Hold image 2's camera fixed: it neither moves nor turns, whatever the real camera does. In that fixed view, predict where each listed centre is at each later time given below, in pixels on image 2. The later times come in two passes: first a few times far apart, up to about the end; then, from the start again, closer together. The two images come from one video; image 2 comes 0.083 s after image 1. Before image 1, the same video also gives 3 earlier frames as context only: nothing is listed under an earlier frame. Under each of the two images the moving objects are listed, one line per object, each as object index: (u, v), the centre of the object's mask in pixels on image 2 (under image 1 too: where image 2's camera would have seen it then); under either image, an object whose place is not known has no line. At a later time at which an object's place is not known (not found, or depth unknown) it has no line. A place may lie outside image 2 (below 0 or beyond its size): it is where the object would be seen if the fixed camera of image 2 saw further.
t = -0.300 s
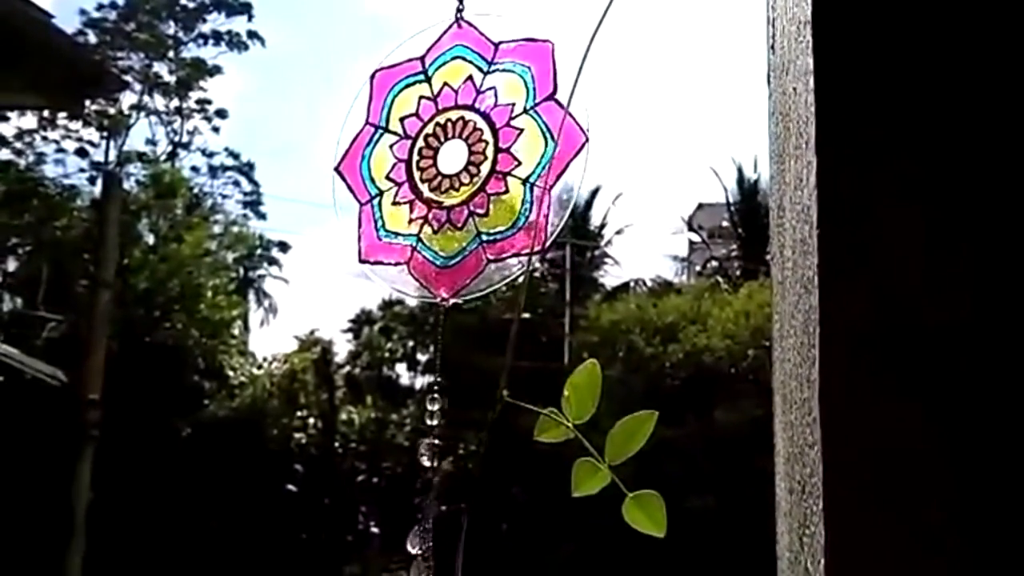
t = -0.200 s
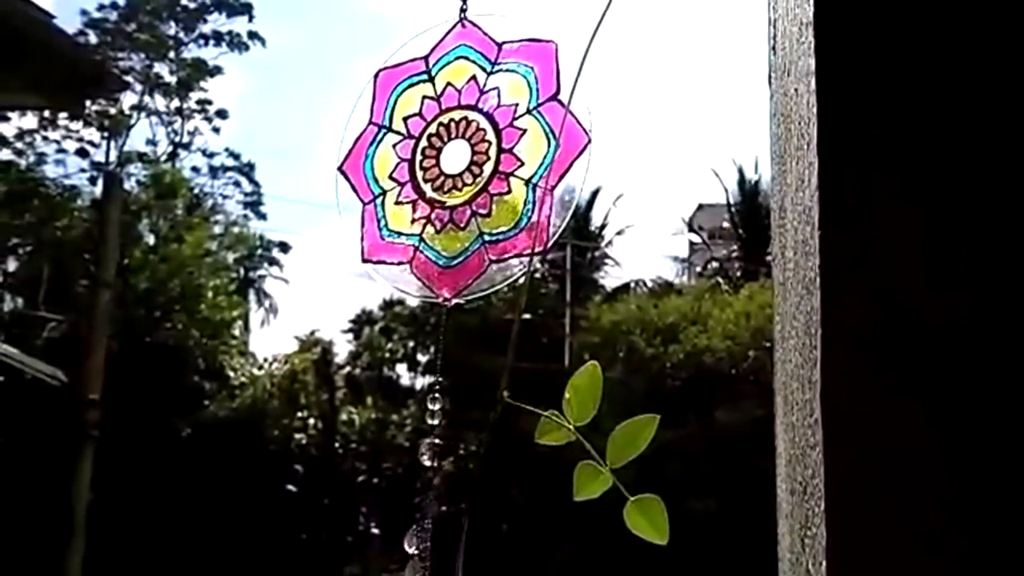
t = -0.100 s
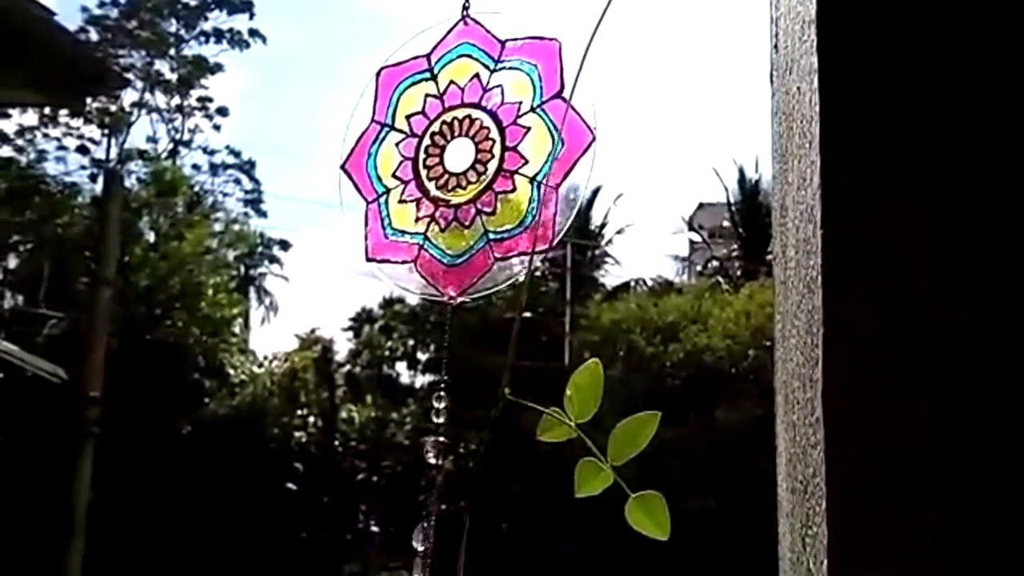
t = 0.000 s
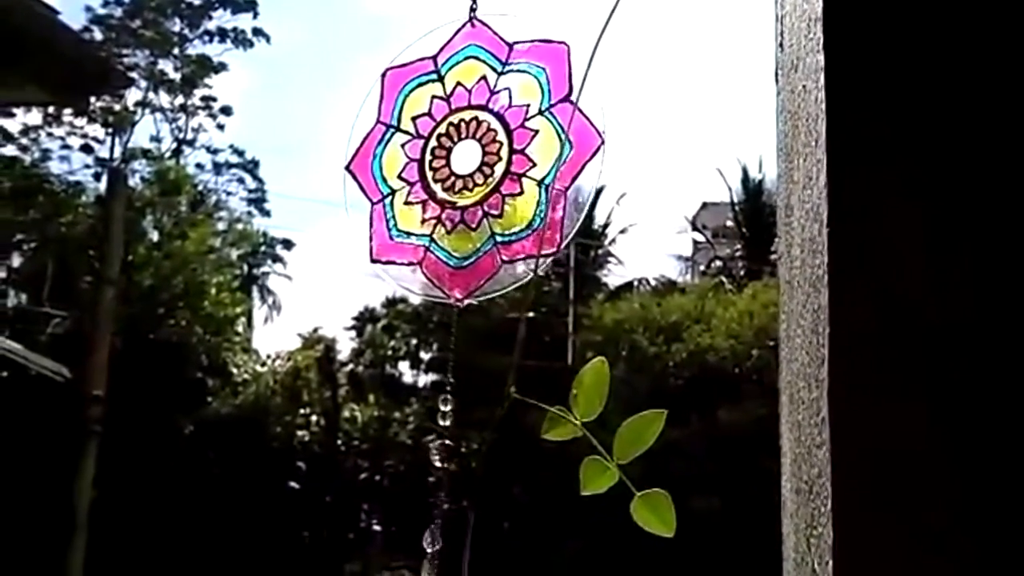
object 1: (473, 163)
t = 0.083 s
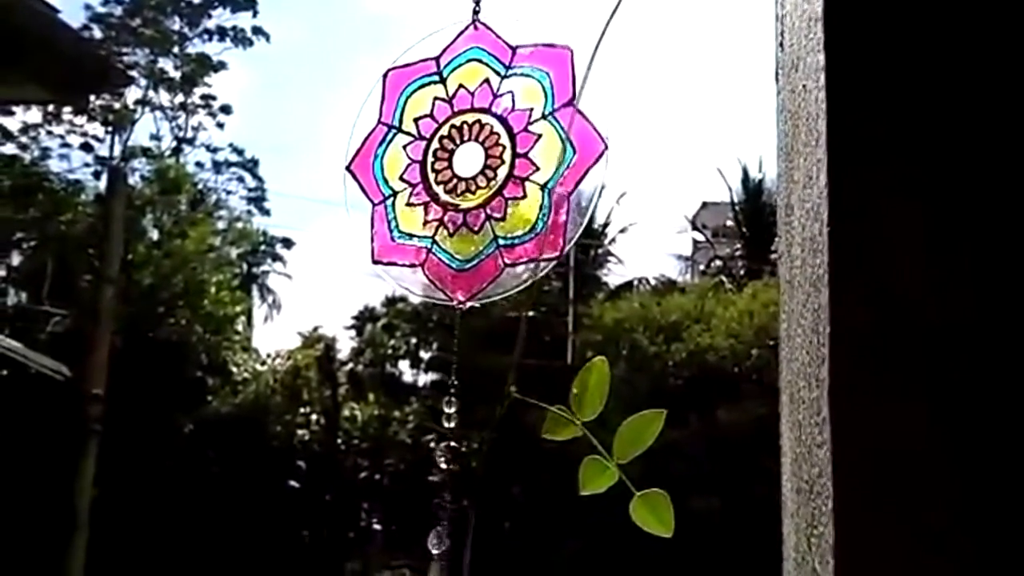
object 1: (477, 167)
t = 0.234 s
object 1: (482, 167)
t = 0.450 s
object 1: (485, 163)
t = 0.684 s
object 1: (472, 167)
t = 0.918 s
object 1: (479, 172)
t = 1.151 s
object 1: (482, 166)
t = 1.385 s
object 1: (490, 154)
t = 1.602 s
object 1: (478, 154)
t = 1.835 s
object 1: (479, 165)
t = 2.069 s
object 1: (493, 169)
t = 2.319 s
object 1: (497, 162)
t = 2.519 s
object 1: (494, 152)
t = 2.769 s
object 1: (486, 152)
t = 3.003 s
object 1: (473, 154)
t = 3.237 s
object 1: (458, 159)
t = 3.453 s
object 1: (452, 152)
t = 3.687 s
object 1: (467, 159)
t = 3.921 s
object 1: (468, 162)
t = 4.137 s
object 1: (467, 162)
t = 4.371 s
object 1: (467, 158)
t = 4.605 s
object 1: (476, 164)
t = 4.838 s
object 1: (483, 168)
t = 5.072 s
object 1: (476, 166)
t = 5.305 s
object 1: (484, 174)
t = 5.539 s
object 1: (483, 168)
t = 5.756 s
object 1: (477, 175)
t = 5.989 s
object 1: (475, 176)
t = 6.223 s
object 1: (482, 175)
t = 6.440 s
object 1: (480, 173)
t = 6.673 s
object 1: (473, 173)
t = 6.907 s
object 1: (468, 174)
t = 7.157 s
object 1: (466, 172)
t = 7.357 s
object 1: (463, 171)
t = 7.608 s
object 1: (449, 174)
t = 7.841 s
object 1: (459, 178)
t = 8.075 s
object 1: (464, 181)
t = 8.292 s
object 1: (464, 184)
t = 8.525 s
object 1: (456, 178)
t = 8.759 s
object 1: (463, 173)
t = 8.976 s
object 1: (470, 181)
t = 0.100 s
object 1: (477, 168)
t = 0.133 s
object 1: (479, 169)
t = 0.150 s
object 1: (480, 168)
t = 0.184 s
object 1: (480, 168)
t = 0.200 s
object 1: (481, 167)
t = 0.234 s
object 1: (482, 167)
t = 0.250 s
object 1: (483, 167)
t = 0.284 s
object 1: (484, 167)
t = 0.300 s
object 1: (485, 166)
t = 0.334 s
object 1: (486, 165)
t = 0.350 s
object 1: (486, 165)
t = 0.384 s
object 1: (486, 163)
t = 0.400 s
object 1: (486, 163)
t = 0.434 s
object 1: (485, 162)
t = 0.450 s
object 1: (485, 163)
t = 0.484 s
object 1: (482, 163)
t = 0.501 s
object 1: (482, 164)
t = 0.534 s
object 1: (480, 165)
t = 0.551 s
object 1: (478, 166)
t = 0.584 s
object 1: (475, 167)
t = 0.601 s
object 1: (474, 167)
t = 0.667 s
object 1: (473, 167)
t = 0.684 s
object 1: (472, 167)
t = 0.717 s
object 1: (472, 166)
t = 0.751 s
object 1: (472, 166)
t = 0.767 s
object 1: (473, 167)
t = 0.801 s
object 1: (474, 168)
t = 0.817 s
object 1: (475, 169)
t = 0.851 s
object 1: (476, 170)
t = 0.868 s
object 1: (477, 171)
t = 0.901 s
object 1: (479, 172)
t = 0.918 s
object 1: (479, 172)
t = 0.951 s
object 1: (480, 174)
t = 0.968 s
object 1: (481, 174)
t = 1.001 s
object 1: (482, 174)
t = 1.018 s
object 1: (482, 174)
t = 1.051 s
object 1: (481, 173)
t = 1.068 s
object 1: (483, 173)
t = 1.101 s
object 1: (482, 171)
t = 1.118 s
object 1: (483, 168)
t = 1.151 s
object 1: (482, 166)
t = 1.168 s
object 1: (482, 164)
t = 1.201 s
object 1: (483, 161)
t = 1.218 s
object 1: (483, 162)
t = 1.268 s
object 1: (486, 161)
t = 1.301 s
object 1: (487, 159)
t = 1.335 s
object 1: (489, 156)
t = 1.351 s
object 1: (489, 155)
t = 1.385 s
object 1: (490, 154)
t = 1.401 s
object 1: (491, 154)
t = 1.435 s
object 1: (490, 152)
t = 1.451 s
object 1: (489, 151)
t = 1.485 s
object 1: (487, 150)
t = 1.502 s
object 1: (487, 151)
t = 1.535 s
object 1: (485, 150)
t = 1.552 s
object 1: (483, 150)
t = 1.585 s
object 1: (479, 152)
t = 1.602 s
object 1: (478, 154)
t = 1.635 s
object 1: (477, 156)
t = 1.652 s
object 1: (476, 157)
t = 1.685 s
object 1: (476, 160)
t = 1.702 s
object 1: (475, 160)
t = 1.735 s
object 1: (475, 162)
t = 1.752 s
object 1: (476, 162)
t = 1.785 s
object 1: (477, 164)
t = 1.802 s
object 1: (477, 164)
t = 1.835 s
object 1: (479, 165)
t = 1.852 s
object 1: (479, 166)
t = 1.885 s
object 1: (481, 166)
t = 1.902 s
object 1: (482, 167)
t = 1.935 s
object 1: (484, 168)
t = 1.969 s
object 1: (486, 168)
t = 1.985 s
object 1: (488, 168)
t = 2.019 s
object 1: (491, 169)
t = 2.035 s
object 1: (492, 169)
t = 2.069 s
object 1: (493, 169)
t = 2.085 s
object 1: (494, 168)
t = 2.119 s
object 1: (495, 168)
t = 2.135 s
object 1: (495, 168)
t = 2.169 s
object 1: (496, 168)
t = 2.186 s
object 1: (496, 167)
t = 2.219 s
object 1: (496, 167)
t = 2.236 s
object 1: (497, 167)
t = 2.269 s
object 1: (497, 166)
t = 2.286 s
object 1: (497, 165)
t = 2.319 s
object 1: (497, 162)
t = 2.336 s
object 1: (497, 162)
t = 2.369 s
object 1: (497, 159)
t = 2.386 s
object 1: (497, 156)
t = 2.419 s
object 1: (496, 153)
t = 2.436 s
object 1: (496, 153)
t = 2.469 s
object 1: (495, 152)
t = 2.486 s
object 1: (495, 152)
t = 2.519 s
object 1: (494, 152)
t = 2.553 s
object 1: (493, 151)
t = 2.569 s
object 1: (493, 151)
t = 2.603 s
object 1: (492, 151)
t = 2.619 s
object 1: (491, 151)
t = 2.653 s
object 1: (490, 150)
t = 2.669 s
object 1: (490, 151)
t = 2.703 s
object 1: (488, 151)
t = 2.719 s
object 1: (487, 151)
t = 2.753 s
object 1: (486, 152)
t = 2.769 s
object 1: (486, 152)
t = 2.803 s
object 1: (485, 152)
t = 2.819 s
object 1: (484, 152)
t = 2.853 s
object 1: (482, 152)
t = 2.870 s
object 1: (482, 152)
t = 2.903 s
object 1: (480, 152)
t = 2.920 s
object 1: (478, 152)
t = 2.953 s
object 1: (476, 152)
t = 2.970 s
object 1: (475, 153)
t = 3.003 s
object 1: (473, 154)
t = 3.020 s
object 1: (471, 154)
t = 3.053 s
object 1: (469, 154)
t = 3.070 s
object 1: (468, 155)
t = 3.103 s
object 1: (466, 155)
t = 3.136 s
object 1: (464, 156)
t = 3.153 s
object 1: (463, 156)
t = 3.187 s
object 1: (461, 158)
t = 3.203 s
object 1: (460, 158)
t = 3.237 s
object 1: (458, 159)
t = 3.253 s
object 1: (456, 159)
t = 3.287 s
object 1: (455, 159)
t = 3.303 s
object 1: (455, 158)
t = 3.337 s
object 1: (453, 157)
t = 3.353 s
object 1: (453, 156)
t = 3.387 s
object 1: (452, 154)
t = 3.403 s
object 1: (452, 154)
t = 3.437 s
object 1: (452, 152)
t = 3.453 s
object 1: (452, 152)
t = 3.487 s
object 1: (453, 152)
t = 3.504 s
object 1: (453, 152)
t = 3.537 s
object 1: (456, 152)
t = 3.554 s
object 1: (458, 153)
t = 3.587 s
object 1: (461, 155)
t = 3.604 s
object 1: (462, 155)
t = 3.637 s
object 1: (464, 157)
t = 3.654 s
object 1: (466, 158)
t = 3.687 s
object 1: (467, 159)
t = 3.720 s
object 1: (469, 159)
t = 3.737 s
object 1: (469, 159)
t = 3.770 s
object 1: (470, 160)
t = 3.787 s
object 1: (470, 160)
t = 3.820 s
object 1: (470, 160)
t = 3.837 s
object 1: (470, 160)
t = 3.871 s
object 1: (469, 161)
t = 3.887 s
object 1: (469, 161)
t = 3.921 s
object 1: (468, 162)
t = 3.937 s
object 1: (468, 162)
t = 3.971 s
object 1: (467, 162)
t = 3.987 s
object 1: (467, 162)
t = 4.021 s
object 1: (467, 163)
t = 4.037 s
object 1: (466, 163)
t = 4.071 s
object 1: (466, 163)
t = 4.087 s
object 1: (466, 162)
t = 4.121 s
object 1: (467, 162)
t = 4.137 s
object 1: (467, 162)
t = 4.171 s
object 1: (467, 162)
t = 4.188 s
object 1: (467, 162)
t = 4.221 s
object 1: (467, 161)
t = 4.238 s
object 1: (467, 160)
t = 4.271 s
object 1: (467, 160)
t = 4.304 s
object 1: (467, 159)
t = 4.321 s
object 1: (467, 158)
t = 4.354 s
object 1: (466, 158)
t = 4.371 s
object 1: (467, 158)
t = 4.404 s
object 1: (467, 157)
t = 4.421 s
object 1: (467, 157)
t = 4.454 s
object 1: (468, 158)
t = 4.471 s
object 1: (468, 158)
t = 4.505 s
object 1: (470, 159)
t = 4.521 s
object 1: (471, 161)
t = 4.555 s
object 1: (473, 162)
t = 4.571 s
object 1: (474, 163)
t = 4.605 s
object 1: (476, 164)
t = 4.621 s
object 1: (477, 166)
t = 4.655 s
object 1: (479, 166)
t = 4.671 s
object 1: (480, 167)
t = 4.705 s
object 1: (482, 167)
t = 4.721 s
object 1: (482, 167)
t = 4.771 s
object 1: (483, 168)
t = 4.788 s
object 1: (483, 168)
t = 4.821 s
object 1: (483, 168)
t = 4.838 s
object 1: (483, 168)
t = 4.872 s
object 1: (482, 168)
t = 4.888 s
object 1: (482, 167)
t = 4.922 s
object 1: (481, 166)
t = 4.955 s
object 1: (480, 165)
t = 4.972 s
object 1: (479, 165)
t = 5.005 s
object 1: (478, 165)
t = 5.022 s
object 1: (477, 165)
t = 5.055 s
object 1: (477, 166)
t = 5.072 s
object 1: (476, 166)
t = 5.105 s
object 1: (477, 167)
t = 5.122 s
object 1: (478, 169)
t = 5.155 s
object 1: (479, 170)
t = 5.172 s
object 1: (480, 174)
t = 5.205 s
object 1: (481, 173)
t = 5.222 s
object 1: (481, 174)
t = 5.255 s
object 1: (482, 175)
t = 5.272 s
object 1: (483, 175)
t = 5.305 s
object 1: (484, 174)
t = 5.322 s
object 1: (484, 172)
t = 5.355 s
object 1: (485, 171)
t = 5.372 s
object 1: (485, 170)
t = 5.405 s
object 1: (485, 169)
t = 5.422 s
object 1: (485, 168)
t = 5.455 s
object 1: (484, 168)
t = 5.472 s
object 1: (484, 168)
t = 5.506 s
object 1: (484, 168)
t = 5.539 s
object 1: (483, 168)
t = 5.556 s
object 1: (482, 168)
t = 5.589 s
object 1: (482, 168)
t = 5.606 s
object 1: (481, 169)
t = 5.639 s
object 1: (480, 170)
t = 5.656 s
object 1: (480, 171)
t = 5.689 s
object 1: (479, 172)
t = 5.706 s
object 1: (479, 173)
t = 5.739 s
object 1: (478, 174)
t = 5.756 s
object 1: (477, 175)
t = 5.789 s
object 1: (477, 176)
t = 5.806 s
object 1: (476, 176)
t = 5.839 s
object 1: (475, 176)
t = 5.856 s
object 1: (476, 176)
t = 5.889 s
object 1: (475, 176)
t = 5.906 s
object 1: (475, 176)
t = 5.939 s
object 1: (475, 176)
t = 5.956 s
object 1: (475, 176)
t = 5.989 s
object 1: (475, 176)
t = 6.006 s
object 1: (476, 176)
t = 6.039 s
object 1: (476, 176)
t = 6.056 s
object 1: (476, 176)
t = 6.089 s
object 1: (478, 176)
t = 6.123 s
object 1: (479, 176)
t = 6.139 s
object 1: (479, 176)
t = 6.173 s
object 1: (480, 176)
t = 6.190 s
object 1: (481, 175)
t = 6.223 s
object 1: (482, 175)
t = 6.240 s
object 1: (483, 174)
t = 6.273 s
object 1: (484, 174)
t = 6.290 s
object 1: (484, 174)
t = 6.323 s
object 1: (484, 173)
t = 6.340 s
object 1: (483, 173)
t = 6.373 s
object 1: (483, 173)
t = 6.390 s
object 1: (482, 173)
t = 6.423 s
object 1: (481, 173)
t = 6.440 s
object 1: (480, 173)
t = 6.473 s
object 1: (478, 172)
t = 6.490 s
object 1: (477, 172)
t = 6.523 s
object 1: (476, 173)
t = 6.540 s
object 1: (476, 173)
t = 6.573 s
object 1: (475, 173)
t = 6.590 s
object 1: (474, 173)
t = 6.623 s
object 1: (474, 173)
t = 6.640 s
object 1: (473, 173)
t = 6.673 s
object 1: (473, 173)
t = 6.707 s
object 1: (472, 173)
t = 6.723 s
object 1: (472, 173)
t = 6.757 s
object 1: (472, 173)
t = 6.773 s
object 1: (472, 173)
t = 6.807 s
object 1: (471, 172)
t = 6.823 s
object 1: (470, 173)
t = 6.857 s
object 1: (470, 173)
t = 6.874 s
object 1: (469, 173)
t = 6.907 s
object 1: (468, 174)
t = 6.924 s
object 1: (467, 174)
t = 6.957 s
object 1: (466, 174)
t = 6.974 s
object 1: (466, 175)
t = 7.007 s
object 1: (466, 175)
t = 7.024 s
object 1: (466, 175)
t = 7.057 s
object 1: (465, 174)
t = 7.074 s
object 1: (465, 174)
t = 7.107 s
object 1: (465, 174)
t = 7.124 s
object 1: (466, 173)
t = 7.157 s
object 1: (466, 172)
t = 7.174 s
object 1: (466, 172)
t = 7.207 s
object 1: (467, 172)
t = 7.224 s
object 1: (467, 172)
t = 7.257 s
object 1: (467, 172)
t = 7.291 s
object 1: (467, 171)
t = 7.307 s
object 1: (466, 171)
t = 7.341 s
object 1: (465, 171)
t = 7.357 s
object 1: (463, 171)
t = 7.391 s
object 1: (461, 171)
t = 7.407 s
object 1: (461, 171)
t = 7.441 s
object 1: (459, 171)
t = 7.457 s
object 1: (457, 171)
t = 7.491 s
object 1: (454, 172)
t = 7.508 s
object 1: (454, 171)
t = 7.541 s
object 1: (452, 172)
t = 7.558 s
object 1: (450, 173)
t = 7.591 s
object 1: (449, 174)
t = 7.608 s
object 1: (449, 174)
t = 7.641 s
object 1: (448, 174)
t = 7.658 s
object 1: (449, 175)
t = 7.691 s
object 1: (450, 176)
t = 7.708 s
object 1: (451, 176)
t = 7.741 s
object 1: (452, 175)
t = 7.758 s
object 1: (454, 176)
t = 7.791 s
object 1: (456, 177)
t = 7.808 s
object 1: (456, 177)
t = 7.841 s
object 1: (459, 178)
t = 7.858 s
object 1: (461, 179)
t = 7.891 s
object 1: (462, 180)
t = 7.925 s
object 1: (463, 180)
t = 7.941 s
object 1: (463, 180)
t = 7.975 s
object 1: (464, 181)
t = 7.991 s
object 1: (464, 181)
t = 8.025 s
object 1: (464, 181)
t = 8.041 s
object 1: (464, 181)
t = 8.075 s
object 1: (464, 181)
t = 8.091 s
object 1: (464, 181)
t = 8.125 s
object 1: (464, 182)
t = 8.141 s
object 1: (464, 183)
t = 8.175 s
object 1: (464, 184)
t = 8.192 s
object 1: (464, 184)
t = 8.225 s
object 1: (465, 185)
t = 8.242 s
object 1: (465, 185)
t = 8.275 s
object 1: (465, 185)
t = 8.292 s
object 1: (464, 184)
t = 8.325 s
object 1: (463, 183)
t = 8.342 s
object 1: (463, 183)
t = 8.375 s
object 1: (462, 181)
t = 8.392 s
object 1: (461, 181)
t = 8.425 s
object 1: (460, 180)
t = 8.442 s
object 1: (460, 180)
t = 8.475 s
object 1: (459, 179)
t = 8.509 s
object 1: (457, 179)
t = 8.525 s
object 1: (456, 178)
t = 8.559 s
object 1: (456, 178)
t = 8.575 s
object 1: (456, 177)
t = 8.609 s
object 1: (456, 175)
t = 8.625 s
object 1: (456, 174)
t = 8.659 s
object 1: (457, 172)
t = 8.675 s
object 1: (458, 172)
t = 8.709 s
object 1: (460, 171)
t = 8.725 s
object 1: (461, 172)
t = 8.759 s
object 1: (463, 173)
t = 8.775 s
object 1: (463, 174)
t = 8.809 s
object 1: (465, 175)
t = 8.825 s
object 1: (466, 176)
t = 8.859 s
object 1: (468, 178)
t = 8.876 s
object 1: (469, 178)
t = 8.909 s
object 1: (469, 180)
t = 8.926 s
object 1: (469, 180)
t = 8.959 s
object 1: (470, 181)
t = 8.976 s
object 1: (470, 181)
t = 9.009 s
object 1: (469, 180)
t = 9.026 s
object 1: (467, 180)
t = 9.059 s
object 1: (466, 179)
